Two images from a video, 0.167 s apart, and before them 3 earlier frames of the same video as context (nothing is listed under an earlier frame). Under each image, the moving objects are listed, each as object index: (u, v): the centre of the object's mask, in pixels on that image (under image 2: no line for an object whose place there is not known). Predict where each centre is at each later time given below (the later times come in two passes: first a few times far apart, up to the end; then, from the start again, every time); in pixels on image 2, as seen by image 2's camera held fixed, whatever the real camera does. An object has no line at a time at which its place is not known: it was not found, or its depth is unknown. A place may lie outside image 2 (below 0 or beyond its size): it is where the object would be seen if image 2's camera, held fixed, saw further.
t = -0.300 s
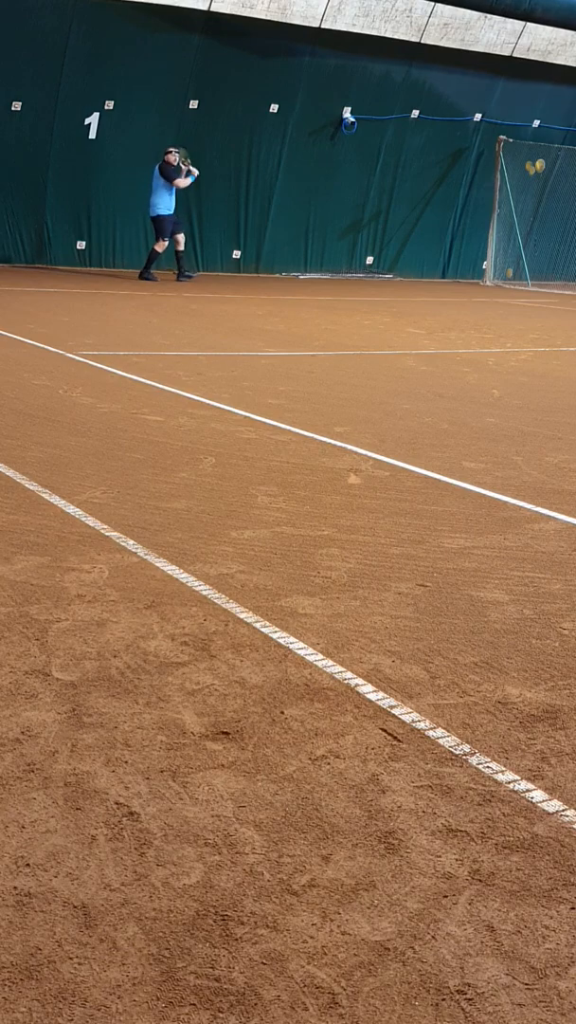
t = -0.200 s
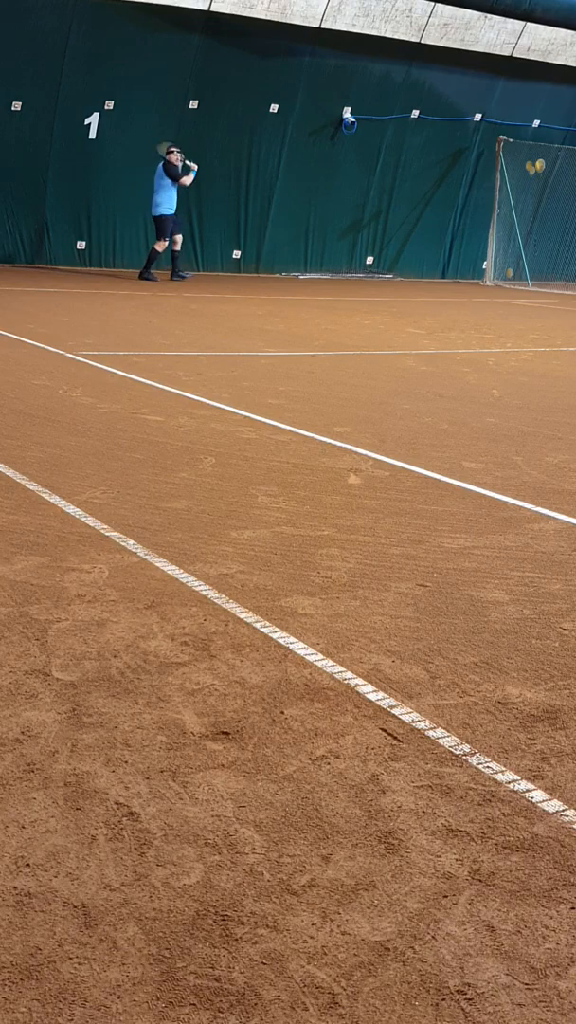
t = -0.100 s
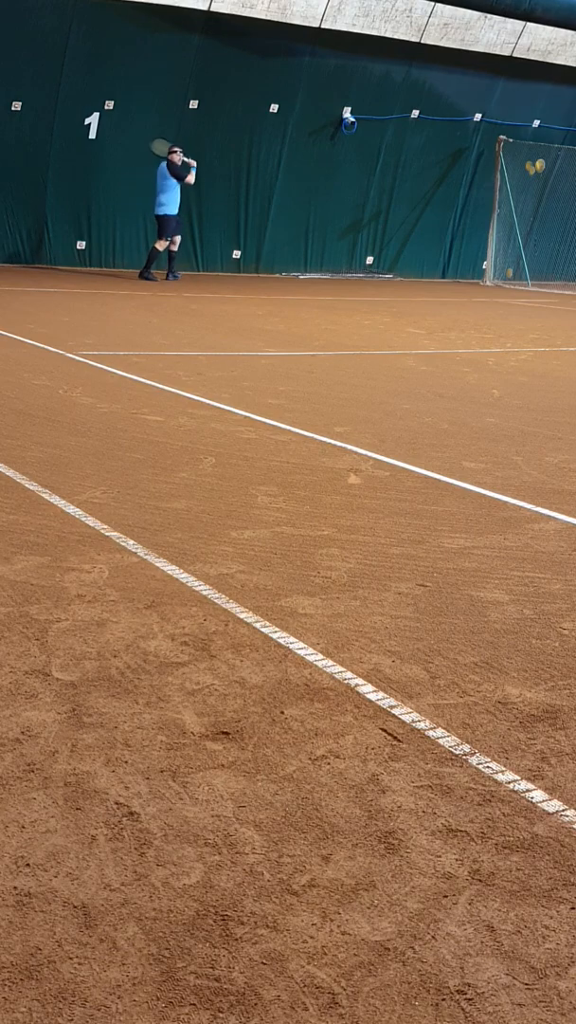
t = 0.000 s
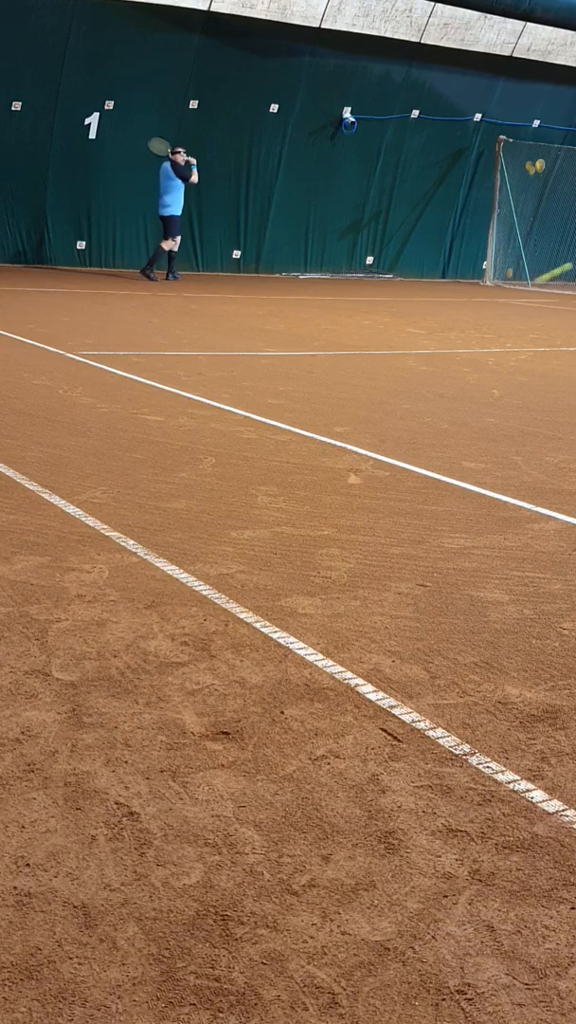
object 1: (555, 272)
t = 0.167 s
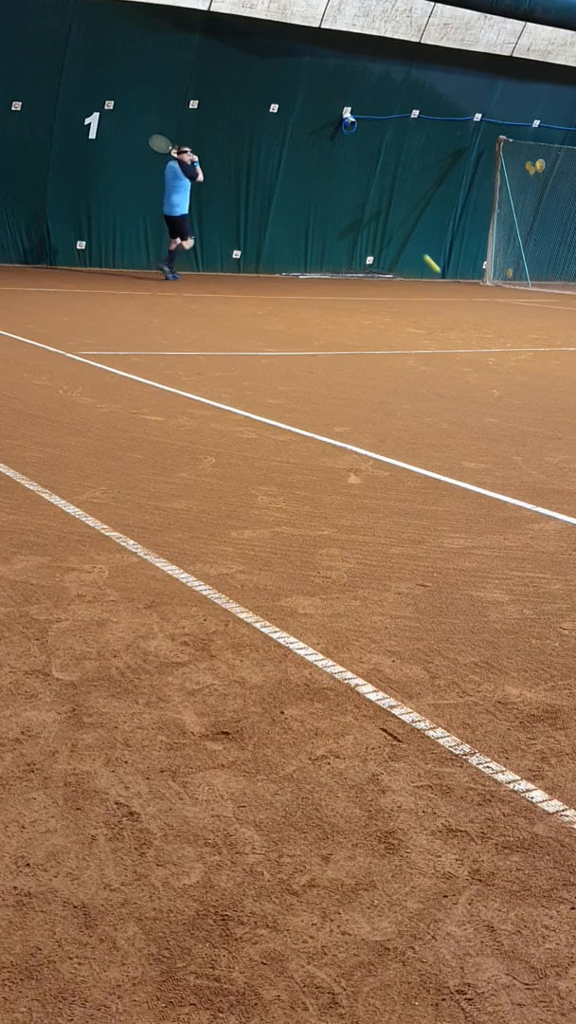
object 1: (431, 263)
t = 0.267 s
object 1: (389, 223)
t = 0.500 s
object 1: (307, 180)
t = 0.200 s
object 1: (417, 248)
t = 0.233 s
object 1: (402, 234)
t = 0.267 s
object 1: (389, 223)
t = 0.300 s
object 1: (377, 213)
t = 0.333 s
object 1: (363, 204)
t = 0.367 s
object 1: (351, 197)
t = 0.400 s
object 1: (339, 191)
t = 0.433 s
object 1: (328, 186)
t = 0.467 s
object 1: (318, 183)
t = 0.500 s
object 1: (307, 180)
